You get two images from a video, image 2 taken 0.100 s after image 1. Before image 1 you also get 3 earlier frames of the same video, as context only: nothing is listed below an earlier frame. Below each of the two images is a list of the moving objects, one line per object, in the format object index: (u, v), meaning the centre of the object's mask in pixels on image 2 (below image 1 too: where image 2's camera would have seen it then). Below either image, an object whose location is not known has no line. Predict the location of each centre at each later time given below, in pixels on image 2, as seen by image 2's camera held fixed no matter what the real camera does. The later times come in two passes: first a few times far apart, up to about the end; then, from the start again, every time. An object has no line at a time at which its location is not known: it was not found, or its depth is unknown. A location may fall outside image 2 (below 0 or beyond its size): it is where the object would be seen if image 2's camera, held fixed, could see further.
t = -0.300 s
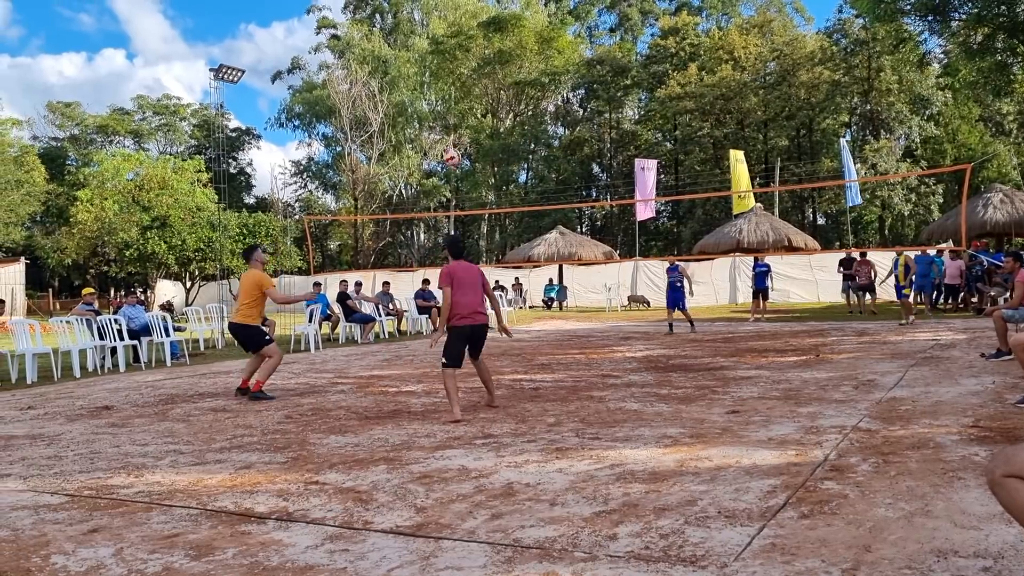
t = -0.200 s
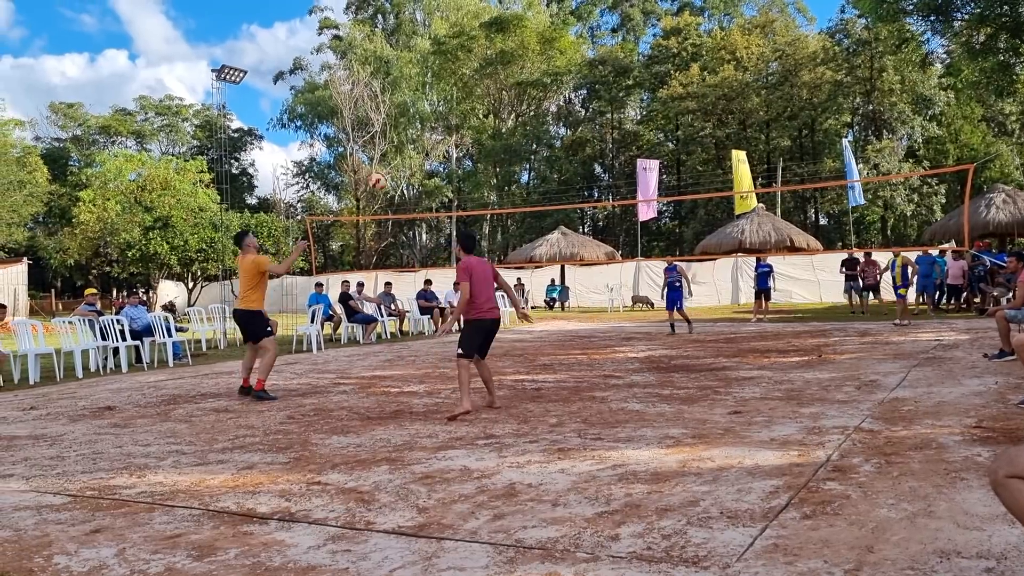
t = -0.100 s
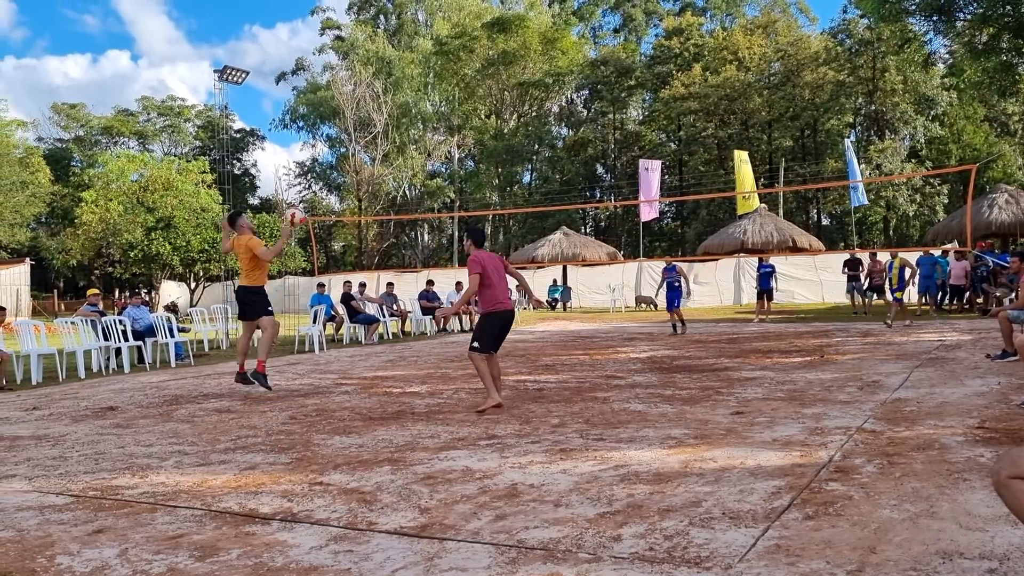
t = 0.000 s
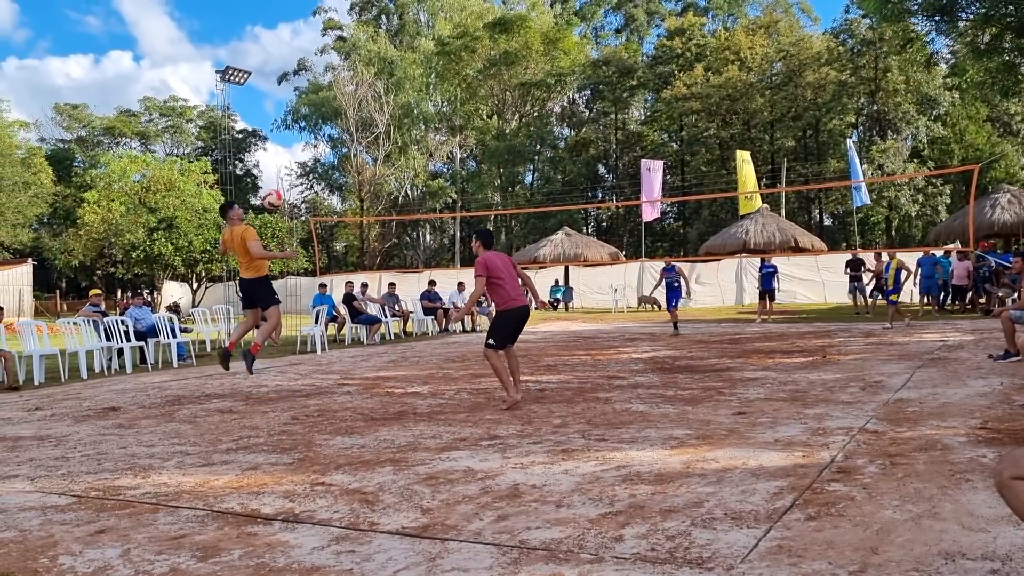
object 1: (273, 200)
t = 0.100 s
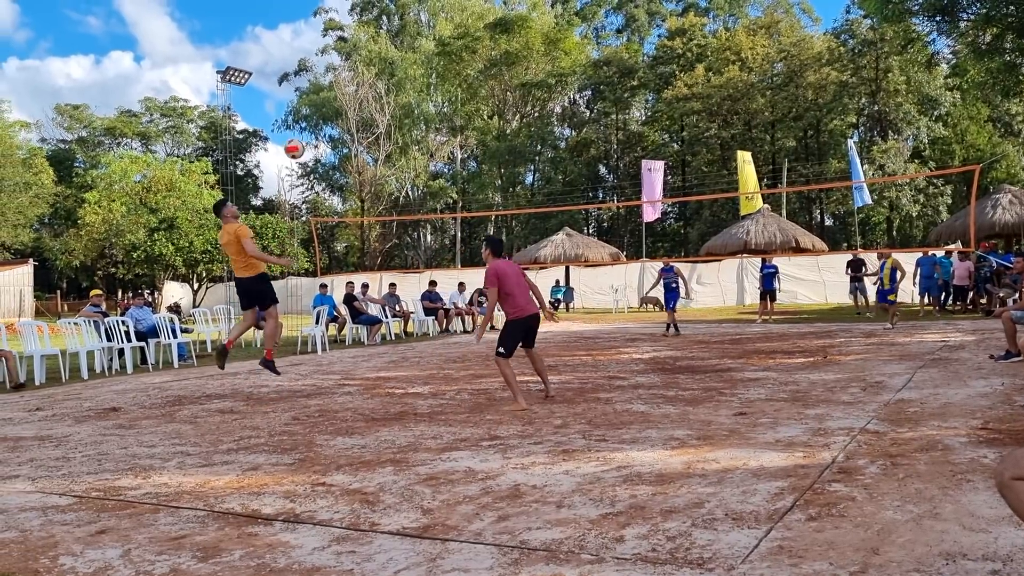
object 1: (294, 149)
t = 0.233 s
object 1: (322, 96)
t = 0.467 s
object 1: (370, 44)
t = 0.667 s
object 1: (413, 38)
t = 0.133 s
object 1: (300, 134)
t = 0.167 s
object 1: (308, 120)
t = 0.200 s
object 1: (315, 108)
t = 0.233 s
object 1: (322, 96)
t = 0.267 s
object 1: (329, 86)
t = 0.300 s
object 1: (336, 76)
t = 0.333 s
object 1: (343, 68)
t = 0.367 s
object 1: (349, 60)
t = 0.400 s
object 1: (356, 54)
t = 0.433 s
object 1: (363, 49)
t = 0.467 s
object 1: (370, 44)
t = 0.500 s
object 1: (377, 41)
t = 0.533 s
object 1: (385, 38)
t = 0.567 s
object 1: (393, 37)
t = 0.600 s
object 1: (398, 36)
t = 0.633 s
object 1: (406, 37)
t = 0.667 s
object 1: (413, 38)
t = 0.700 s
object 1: (419, 40)
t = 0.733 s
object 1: (427, 44)
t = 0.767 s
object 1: (434, 48)
